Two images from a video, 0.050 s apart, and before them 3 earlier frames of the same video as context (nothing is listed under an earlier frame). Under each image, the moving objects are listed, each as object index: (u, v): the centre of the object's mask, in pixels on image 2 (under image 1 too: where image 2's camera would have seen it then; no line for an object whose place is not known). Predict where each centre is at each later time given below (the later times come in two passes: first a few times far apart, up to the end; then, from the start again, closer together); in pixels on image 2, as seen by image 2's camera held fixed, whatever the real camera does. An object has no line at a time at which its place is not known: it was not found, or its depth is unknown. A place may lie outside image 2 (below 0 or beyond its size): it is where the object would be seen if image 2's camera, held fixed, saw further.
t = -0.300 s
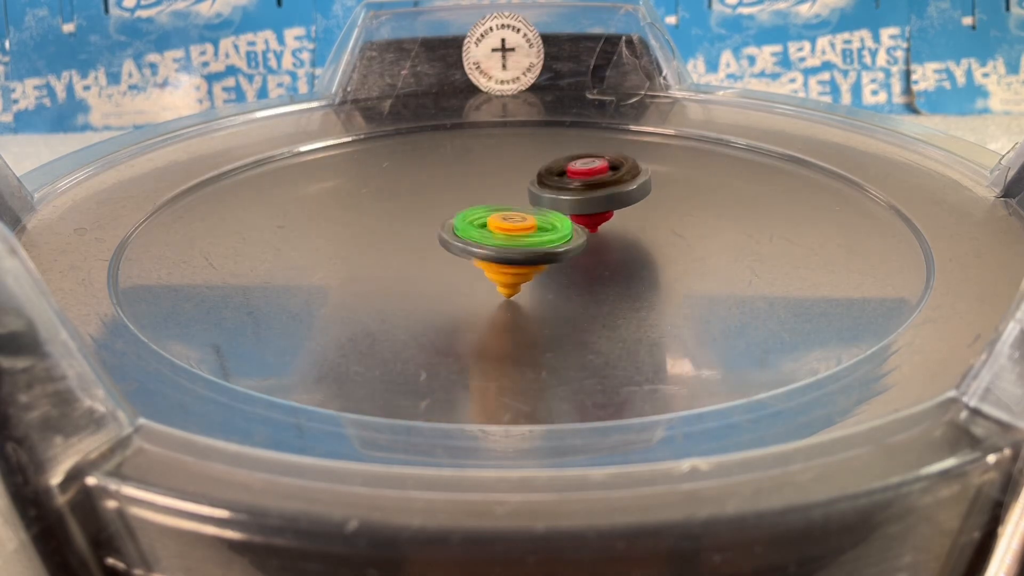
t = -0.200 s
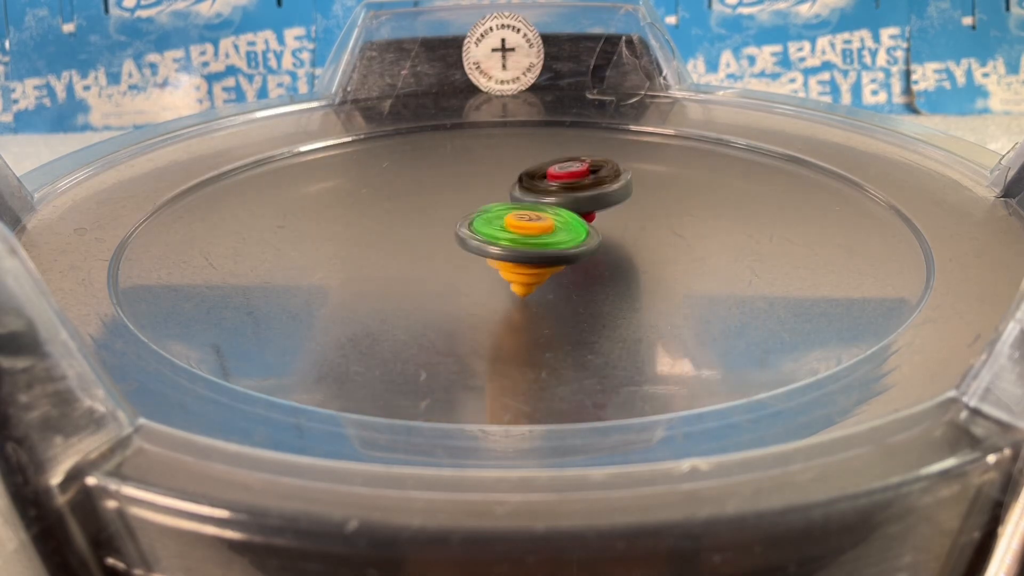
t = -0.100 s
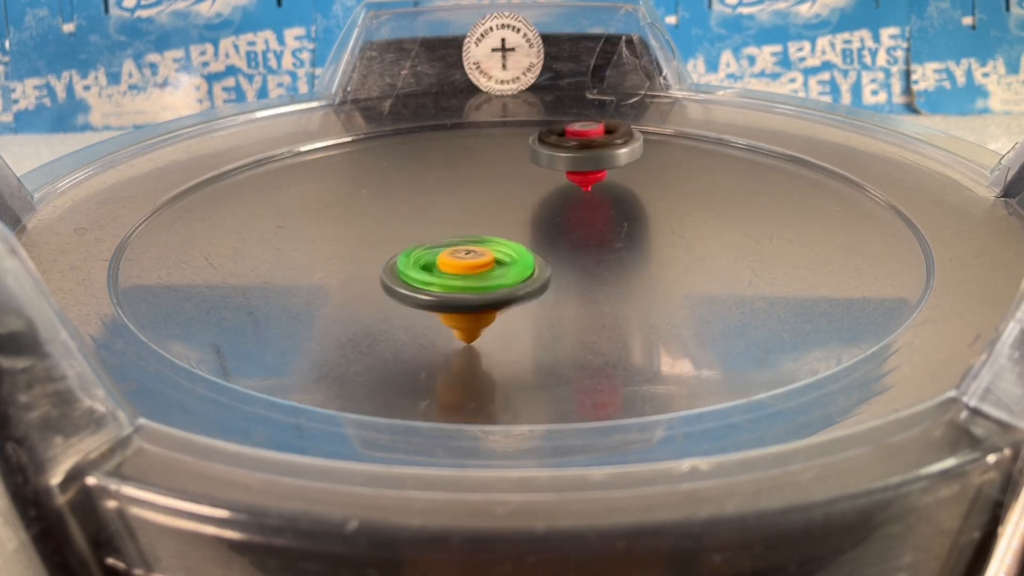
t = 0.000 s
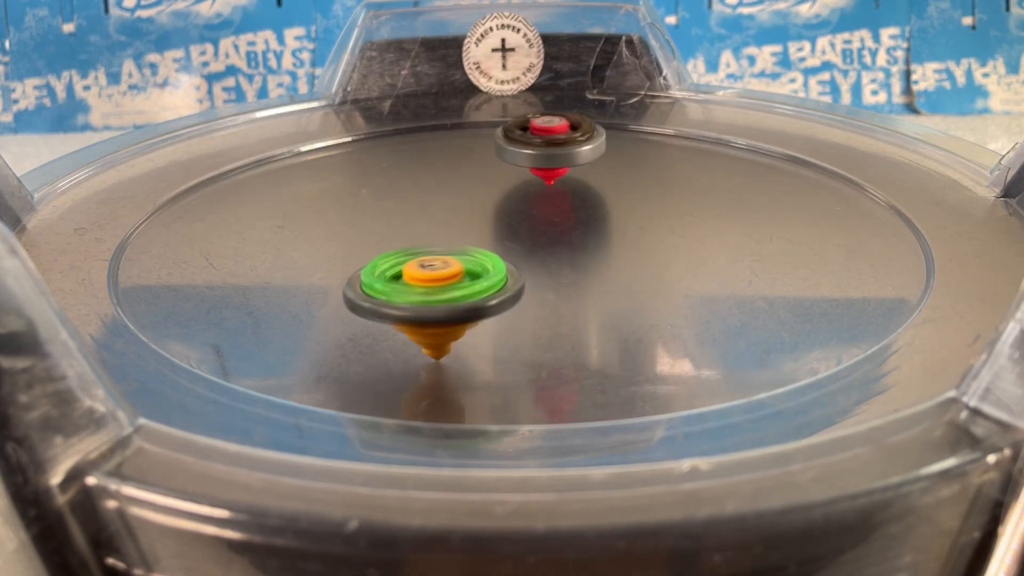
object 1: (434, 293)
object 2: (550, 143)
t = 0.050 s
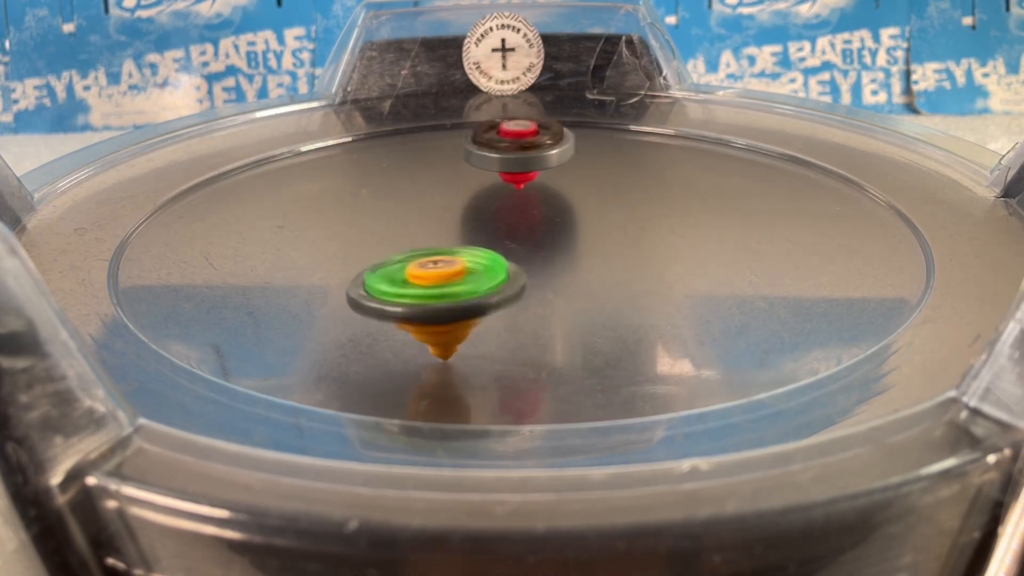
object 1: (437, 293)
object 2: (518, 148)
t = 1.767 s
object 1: (501, 215)
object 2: (644, 241)
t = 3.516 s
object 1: (505, 251)
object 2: (465, 198)
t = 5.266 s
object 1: (580, 202)
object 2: (463, 281)
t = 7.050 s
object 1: (505, 212)
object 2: (614, 278)
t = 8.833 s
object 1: (475, 222)
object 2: (644, 217)
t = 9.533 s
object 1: (500, 259)
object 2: (591, 201)
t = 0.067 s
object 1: (442, 290)
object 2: (508, 149)
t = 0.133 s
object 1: (475, 285)
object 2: (469, 159)
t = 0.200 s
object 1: (505, 275)
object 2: (436, 172)
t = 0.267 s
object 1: (530, 263)
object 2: (408, 187)
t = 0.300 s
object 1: (538, 258)
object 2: (396, 196)
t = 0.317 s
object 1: (542, 255)
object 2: (391, 201)
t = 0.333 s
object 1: (547, 252)
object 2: (386, 206)
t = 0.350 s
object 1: (549, 249)
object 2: (383, 211)
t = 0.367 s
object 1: (552, 247)
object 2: (380, 216)
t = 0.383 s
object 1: (555, 245)
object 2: (377, 221)
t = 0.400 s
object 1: (557, 242)
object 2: (376, 226)
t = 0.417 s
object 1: (558, 240)
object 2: (375, 232)
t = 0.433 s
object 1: (558, 238)
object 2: (375, 237)
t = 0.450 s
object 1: (559, 237)
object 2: (376, 242)
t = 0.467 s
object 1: (560, 235)
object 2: (379, 248)
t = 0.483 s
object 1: (558, 234)
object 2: (382, 253)
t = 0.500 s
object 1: (557, 233)
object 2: (387, 258)
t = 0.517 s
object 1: (555, 232)
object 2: (392, 263)
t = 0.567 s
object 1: (551, 231)
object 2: (415, 277)
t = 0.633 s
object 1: (544, 228)
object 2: (457, 292)
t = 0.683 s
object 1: (539, 225)
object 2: (494, 297)
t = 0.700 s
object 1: (536, 225)
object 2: (506, 298)
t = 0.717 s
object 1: (533, 224)
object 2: (517, 298)
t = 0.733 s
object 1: (531, 225)
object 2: (528, 299)
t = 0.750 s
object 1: (529, 224)
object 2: (537, 299)
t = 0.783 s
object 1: (524, 225)
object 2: (554, 298)
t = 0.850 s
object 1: (517, 227)
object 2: (577, 295)
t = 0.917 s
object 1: (512, 230)
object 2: (592, 291)
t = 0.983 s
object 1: (509, 232)
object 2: (605, 288)
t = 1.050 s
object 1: (507, 233)
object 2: (615, 284)
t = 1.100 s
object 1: (506, 233)
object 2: (622, 282)
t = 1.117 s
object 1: (505, 233)
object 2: (624, 281)
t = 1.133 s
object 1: (505, 234)
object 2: (626, 280)
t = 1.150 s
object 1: (505, 233)
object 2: (627, 279)
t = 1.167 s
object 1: (504, 233)
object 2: (629, 278)
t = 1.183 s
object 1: (504, 233)
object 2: (630, 277)
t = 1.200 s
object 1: (504, 233)
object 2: (632, 276)
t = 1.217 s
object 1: (503, 232)
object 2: (633, 275)
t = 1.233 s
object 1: (503, 232)
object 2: (634, 275)
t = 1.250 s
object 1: (503, 232)
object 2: (635, 273)
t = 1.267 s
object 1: (503, 232)
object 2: (636, 272)
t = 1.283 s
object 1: (503, 231)
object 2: (636, 271)
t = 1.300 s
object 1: (503, 230)
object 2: (637, 270)
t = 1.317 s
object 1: (503, 230)
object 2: (638, 269)
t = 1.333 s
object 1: (504, 230)
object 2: (638, 268)
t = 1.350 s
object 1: (504, 229)
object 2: (639, 267)
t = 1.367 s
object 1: (505, 229)
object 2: (639, 266)
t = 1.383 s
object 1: (505, 228)
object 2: (639, 265)
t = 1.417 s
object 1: (506, 227)
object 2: (639, 263)
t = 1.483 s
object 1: (509, 225)
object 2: (638, 258)
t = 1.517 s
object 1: (511, 225)
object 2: (637, 256)
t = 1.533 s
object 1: (512, 224)
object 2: (637, 255)
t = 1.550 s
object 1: (512, 223)
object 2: (637, 254)
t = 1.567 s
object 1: (510, 222)
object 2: (643, 253)
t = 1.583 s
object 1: (506, 220)
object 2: (646, 253)
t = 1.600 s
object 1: (504, 219)
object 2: (647, 252)
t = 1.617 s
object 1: (500, 217)
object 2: (647, 251)
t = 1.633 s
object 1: (499, 216)
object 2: (646, 250)
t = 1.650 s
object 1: (497, 216)
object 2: (646, 249)
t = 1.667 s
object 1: (497, 214)
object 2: (646, 248)
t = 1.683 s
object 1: (496, 214)
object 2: (646, 247)
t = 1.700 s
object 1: (496, 214)
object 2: (646, 246)
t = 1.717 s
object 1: (497, 215)
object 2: (646, 244)
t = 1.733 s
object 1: (498, 214)
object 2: (645, 243)
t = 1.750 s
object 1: (499, 214)
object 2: (644, 242)
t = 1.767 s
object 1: (501, 215)
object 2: (644, 241)
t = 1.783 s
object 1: (504, 215)
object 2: (643, 240)
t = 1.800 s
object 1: (506, 215)
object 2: (642, 239)
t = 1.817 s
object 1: (508, 216)
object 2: (641, 238)
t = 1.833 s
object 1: (505, 216)
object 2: (649, 238)
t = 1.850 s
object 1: (491, 212)
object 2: (668, 238)
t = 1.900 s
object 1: (454, 204)
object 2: (714, 238)
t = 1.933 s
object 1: (436, 199)
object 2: (734, 237)
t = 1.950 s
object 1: (429, 199)
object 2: (741, 235)
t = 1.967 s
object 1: (424, 197)
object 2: (746, 234)
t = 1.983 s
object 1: (419, 197)
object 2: (749, 232)
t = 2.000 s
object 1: (415, 198)
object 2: (751, 230)
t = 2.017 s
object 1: (413, 199)
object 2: (752, 229)
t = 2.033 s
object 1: (411, 200)
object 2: (752, 228)
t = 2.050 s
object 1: (408, 203)
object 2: (753, 226)
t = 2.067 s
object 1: (407, 206)
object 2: (752, 225)
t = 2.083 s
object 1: (406, 208)
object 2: (752, 224)
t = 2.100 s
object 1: (403, 211)
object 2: (751, 223)
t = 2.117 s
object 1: (402, 215)
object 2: (751, 222)
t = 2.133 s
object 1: (403, 219)
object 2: (750, 221)
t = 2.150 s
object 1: (404, 221)
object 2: (749, 220)
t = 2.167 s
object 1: (407, 225)
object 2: (748, 220)
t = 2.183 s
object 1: (411, 228)
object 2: (746, 219)
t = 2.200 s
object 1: (417, 231)
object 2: (745, 219)
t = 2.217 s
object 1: (422, 233)
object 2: (742, 218)
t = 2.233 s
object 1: (428, 236)
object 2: (740, 217)
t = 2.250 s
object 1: (436, 239)
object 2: (738, 217)
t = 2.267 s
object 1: (443, 240)
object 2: (736, 217)
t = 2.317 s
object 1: (464, 245)
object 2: (727, 216)
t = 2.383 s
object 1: (491, 247)
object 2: (715, 215)
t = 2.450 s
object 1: (510, 248)
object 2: (701, 215)
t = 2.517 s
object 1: (522, 247)
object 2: (687, 215)
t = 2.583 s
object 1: (529, 245)
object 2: (671, 215)
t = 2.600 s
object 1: (531, 244)
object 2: (667, 215)
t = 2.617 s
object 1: (532, 244)
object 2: (663, 215)
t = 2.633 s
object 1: (532, 243)
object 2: (659, 215)
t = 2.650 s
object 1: (527, 243)
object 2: (659, 214)
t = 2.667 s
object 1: (502, 246)
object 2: (674, 207)
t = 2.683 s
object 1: (478, 247)
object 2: (688, 201)
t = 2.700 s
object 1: (456, 250)
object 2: (698, 196)
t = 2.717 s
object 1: (436, 250)
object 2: (705, 191)
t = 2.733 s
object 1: (418, 250)
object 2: (710, 186)
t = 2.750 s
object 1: (402, 251)
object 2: (712, 182)
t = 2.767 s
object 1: (389, 251)
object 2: (711, 180)
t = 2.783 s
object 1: (378, 250)
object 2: (708, 177)
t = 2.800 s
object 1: (370, 250)
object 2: (702, 175)
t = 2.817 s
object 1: (364, 250)
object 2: (695, 173)
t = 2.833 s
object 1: (361, 250)
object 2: (687, 171)
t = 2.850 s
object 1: (359, 250)
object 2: (678, 170)
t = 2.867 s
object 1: (360, 250)
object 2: (668, 169)
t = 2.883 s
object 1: (362, 250)
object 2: (659, 169)
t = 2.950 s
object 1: (380, 251)
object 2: (623, 169)
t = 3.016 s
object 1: (406, 253)
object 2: (590, 173)
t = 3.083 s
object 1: (427, 254)
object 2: (562, 179)
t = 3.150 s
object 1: (443, 254)
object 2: (538, 185)
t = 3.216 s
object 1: (455, 254)
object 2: (520, 191)
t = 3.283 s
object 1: (465, 254)
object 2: (506, 193)
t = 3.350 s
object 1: (476, 252)
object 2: (496, 194)
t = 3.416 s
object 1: (487, 251)
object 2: (482, 195)
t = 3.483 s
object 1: (499, 252)
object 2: (470, 196)
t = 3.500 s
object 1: (503, 252)
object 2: (467, 197)
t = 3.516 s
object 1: (505, 251)
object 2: (465, 198)
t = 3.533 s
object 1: (507, 251)
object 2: (461, 198)
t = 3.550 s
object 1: (511, 250)
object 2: (459, 199)
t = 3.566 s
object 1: (513, 250)
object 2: (457, 200)
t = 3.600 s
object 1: (519, 250)
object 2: (452, 202)
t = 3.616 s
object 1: (521, 249)
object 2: (449, 203)
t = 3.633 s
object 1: (523, 249)
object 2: (447, 204)
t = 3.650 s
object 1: (527, 249)
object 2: (446, 206)
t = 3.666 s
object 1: (530, 248)
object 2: (443, 207)
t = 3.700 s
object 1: (535, 248)
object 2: (441, 209)
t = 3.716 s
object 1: (537, 247)
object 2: (440, 210)
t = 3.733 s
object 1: (539, 246)
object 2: (438, 211)
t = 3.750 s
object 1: (542, 247)
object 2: (438, 212)
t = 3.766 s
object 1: (544, 245)
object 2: (437, 213)
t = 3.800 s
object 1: (549, 245)
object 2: (435, 214)
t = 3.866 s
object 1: (558, 242)
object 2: (433, 217)
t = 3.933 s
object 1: (566, 239)
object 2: (432, 220)
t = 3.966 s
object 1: (569, 238)
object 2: (432, 221)
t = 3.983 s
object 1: (571, 237)
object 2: (432, 221)
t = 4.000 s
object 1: (572, 237)
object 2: (431, 222)
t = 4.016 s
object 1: (574, 236)
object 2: (432, 223)
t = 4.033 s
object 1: (575, 235)
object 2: (432, 224)
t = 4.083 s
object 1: (579, 233)
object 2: (432, 226)
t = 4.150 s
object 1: (583, 231)
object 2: (434, 229)
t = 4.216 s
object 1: (586, 228)
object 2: (437, 232)
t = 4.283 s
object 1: (587, 226)
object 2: (441, 235)
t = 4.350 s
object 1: (587, 224)
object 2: (446, 239)
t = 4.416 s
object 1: (597, 222)
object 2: (445, 241)
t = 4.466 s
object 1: (598, 220)
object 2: (448, 244)
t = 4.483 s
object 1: (597, 220)
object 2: (449, 245)
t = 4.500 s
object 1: (597, 220)
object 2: (450, 246)
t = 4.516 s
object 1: (598, 219)
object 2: (451, 247)
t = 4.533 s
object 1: (597, 219)
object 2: (452, 247)
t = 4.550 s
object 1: (597, 219)
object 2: (453, 248)
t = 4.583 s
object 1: (597, 218)
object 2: (456, 250)
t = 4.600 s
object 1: (596, 218)
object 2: (457, 250)
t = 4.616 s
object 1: (596, 218)
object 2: (458, 251)
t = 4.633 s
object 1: (595, 218)
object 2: (459, 252)
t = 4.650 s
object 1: (594, 218)
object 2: (461, 253)
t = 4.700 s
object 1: (592, 218)
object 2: (465, 255)
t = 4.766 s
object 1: (589, 217)
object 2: (471, 257)
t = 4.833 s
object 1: (588, 216)
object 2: (471, 261)
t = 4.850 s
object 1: (587, 216)
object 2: (471, 261)
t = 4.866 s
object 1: (587, 216)
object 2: (473, 262)
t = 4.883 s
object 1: (586, 216)
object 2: (474, 263)
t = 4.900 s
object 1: (584, 216)
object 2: (475, 263)
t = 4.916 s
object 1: (584, 216)
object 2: (476, 264)
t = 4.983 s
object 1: (578, 216)
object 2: (480, 266)
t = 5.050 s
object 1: (573, 216)
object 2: (485, 267)
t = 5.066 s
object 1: (571, 216)
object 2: (486, 267)
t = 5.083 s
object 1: (570, 215)
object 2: (487, 268)
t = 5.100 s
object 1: (571, 215)
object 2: (482, 270)
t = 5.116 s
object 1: (575, 212)
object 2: (474, 273)
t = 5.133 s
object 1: (579, 209)
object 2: (469, 275)
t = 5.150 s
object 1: (582, 207)
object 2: (464, 277)
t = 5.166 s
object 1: (583, 204)
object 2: (462, 278)
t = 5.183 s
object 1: (583, 203)
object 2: (460, 279)
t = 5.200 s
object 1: (584, 203)
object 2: (461, 280)
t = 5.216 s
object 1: (583, 201)
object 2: (461, 280)
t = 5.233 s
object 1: (582, 201)
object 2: (462, 280)
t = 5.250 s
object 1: (582, 202)
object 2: (462, 281)
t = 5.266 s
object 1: (580, 202)
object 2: (463, 281)
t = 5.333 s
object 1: (571, 204)
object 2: (465, 282)
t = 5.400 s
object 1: (562, 209)
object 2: (469, 282)
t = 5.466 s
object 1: (550, 213)
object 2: (473, 281)
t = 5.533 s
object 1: (540, 215)
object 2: (477, 281)
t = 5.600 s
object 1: (532, 216)
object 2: (482, 279)
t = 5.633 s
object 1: (529, 216)
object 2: (485, 278)
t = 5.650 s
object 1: (528, 216)
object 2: (484, 279)
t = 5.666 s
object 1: (527, 216)
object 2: (485, 279)
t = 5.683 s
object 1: (528, 215)
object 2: (485, 279)
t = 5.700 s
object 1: (527, 215)
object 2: (487, 279)
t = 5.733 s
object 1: (528, 214)
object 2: (490, 277)
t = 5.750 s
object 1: (528, 214)
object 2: (491, 277)
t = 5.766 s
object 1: (528, 215)
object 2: (492, 277)
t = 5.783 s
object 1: (529, 213)
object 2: (493, 277)
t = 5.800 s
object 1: (529, 214)
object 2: (495, 277)
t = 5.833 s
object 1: (530, 213)
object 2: (497, 277)
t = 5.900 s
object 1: (533, 211)
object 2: (503, 275)
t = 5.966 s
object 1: (537, 208)
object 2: (507, 277)
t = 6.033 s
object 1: (539, 207)
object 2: (515, 276)
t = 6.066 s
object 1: (540, 207)
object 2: (519, 275)
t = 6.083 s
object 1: (540, 207)
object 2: (521, 274)
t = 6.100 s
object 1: (541, 208)
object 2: (523, 274)
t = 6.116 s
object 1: (541, 208)
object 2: (525, 274)
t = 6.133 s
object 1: (540, 209)
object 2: (527, 274)
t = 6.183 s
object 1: (540, 209)
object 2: (531, 275)
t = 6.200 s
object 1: (539, 208)
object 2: (533, 274)
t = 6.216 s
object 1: (538, 207)
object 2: (535, 273)
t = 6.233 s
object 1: (538, 207)
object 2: (538, 273)
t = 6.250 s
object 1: (538, 207)
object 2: (538, 276)
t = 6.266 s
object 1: (540, 204)
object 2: (539, 280)
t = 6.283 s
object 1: (540, 201)
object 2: (539, 283)
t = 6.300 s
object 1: (541, 199)
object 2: (539, 285)
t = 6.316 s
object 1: (543, 198)
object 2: (540, 287)
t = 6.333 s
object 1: (542, 196)
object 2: (541, 288)
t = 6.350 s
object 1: (543, 194)
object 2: (543, 288)
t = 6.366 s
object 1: (544, 193)
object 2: (544, 287)
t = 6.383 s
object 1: (544, 193)
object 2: (547, 288)
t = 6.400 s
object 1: (544, 193)
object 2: (549, 288)
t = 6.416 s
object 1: (544, 192)
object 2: (552, 287)
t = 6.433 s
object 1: (544, 193)
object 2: (554, 287)
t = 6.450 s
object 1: (545, 194)
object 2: (556, 287)
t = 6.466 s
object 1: (544, 195)
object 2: (558, 287)
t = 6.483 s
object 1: (543, 196)
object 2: (560, 287)
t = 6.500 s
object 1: (543, 197)
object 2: (562, 287)
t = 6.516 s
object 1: (542, 198)
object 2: (563, 286)
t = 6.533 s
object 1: (542, 200)
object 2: (565, 286)
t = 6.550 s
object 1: (541, 201)
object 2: (567, 286)
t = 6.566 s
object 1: (540, 202)
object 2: (569, 285)
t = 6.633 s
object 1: (537, 206)
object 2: (574, 283)
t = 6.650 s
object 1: (536, 207)
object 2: (575, 283)
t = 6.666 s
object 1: (536, 209)
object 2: (576, 283)
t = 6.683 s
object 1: (534, 210)
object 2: (578, 282)
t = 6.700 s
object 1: (532, 211)
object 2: (579, 282)
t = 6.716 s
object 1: (533, 212)
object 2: (580, 282)
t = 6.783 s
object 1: (527, 216)
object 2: (582, 279)
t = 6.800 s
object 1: (527, 217)
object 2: (583, 278)
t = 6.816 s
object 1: (525, 218)
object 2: (584, 277)
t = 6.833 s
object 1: (523, 219)
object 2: (586, 277)
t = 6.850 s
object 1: (522, 218)
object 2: (587, 277)
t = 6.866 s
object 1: (520, 218)
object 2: (589, 277)
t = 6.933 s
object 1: (517, 219)
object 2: (591, 274)
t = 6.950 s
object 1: (517, 219)
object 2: (592, 273)
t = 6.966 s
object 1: (517, 220)
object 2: (593, 273)
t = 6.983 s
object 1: (516, 220)
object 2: (595, 272)
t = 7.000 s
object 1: (514, 219)
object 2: (602, 274)
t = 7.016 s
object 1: (512, 217)
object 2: (607, 276)
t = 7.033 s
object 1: (508, 213)
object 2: (611, 277)
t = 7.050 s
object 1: (505, 212)
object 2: (614, 278)
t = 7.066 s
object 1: (503, 209)
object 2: (615, 278)
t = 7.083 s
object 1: (500, 209)
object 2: (616, 277)
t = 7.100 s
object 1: (500, 208)
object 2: (617, 277)
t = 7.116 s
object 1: (498, 207)
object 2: (619, 276)
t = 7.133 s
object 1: (498, 207)
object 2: (620, 275)
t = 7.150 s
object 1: (497, 206)
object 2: (621, 275)
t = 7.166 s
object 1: (497, 207)
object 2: (623, 274)
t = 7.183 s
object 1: (499, 207)
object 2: (624, 273)
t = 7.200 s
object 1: (499, 208)
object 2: (624, 273)
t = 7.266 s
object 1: (505, 212)
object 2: (627, 270)
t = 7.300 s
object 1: (507, 215)
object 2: (629, 268)
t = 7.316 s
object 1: (508, 216)
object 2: (629, 267)
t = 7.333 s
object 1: (509, 217)
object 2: (630, 267)
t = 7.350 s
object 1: (512, 218)
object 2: (630, 266)
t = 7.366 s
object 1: (513, 220)
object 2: (631, 265)
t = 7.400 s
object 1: (515, 222)
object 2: (631, 264)
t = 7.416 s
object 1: (515, 224)
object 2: (631, 263)
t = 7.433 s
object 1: (517, 225)
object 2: (631, 262)
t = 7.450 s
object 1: (517, 226)
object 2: (631, 262)
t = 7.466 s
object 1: (516, 227)
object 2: (633, 261)
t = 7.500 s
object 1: (513, 227)
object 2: (633, 260)
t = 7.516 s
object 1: (512, 227)
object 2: (634, 259)
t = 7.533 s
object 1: (511, 228)
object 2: (634, 258)
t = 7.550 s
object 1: (511, 228)
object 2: (634, 257)
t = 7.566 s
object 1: (508, 227)
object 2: (639, 258)
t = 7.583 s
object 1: (497, 224)
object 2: (653, 259)
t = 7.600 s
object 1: (488, 220)
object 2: (665, 260)
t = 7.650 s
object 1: (465, 211)
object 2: (687, 261)
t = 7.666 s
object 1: (460, 210)
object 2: (689, 261)
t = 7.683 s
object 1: (457, 207)
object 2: (691, 261)
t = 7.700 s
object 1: (454, 207)
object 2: (692, 259)
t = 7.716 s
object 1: (452, 206)
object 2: (693, 259)
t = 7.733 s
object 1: (450, 205)
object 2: (694, 258)
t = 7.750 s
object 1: (450, 206)
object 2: (695, 257)
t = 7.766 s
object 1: (449, 205)
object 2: (695, 256)
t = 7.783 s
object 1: (448, 206)
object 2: (696, 256)
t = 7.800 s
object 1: (449, 206)
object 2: (696, 255)
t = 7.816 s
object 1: (448, 206)
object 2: (696, 254)
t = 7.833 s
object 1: (449, 208)
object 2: (697, 254)
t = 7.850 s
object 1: (450, 207)
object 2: (697, 253)
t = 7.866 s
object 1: (450, 209)
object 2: (696, 252)
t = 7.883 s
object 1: (452, 208)
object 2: (696, 252)
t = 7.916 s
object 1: (455, 211)
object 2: (696, 251)
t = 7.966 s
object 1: (458, 213)
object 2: (693, 249)
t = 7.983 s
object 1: (459, 213)
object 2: (692, 249)
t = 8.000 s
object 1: (461, 214)
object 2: (691, 248)
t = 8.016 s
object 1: (462, 215)
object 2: (689, 248)
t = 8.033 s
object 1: (465, 215)
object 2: (688, 248)
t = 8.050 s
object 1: (466, 216)
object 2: (687, 247)
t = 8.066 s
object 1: (468, 217)
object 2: (685, 247)
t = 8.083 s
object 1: (471, 216)
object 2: (683, 246)
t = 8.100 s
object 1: (473, 217)
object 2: (681, 246)
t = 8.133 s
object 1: (478, 218)
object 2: (677, 245)
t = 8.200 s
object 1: (487, 220)
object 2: (669, 242)
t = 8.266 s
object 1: (495, 222)
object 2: (659, 240)
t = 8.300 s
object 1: (499, 221)
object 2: (651, 238)
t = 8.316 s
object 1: (502, 221)
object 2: (648, 237)
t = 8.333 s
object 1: (504, 221)
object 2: (643, 237)
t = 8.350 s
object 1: (495, 219)
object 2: (651, 236)
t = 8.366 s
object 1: (483, 216)
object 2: (661, 236)
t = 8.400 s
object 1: (466, 212)
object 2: (674, 234)
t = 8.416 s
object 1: (459, 210)
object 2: (677, 234)
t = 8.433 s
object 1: (456, 209)
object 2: (678, 233)
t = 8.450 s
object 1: (453, 209)
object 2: (676, 232)
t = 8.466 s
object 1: (452, 208)
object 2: (675, 232)
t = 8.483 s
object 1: (451, 208)
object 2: (674, 230)
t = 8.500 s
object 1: (451, 209)
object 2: (673, 230)
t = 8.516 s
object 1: (451, 209)
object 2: (672, 229)
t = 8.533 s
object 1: (452, 210)
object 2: (671, 228)
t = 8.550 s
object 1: (453, 210)
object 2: (670, 228)
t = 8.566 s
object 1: (453, 211)
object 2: (669, 227)
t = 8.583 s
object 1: (455, 211)
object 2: (667, 226)
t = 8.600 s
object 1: (455, 212)
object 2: (666, 225)
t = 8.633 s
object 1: (457, 213)
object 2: (663, 224)
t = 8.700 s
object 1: (463, 216)
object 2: (657, 221)
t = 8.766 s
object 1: (469, 220)
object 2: (651, 220)
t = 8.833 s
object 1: (475, 222)
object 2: (644, 217)
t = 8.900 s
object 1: (483, 225)
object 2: (636, 215)
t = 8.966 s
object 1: (491, 228)
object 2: (628, 213)
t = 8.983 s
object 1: (493, 229)
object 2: (627, 213)
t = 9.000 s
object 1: (496, 231)
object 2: (626, 212)
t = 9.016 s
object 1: (497, 231)
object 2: (625, 212)
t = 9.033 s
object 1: (492, 233)
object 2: (627, 210)
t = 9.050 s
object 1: (487, 234)
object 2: (629, 209)
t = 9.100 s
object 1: (482, 238)
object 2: (628, 207)
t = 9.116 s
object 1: (482, 239)
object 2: (627, 206)
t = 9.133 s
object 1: (482, 240)
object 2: (625, 206)
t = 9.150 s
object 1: (483, 241)
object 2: (624, 205)
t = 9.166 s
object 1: (483, 242)
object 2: (623, 205)
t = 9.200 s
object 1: (485, 244)
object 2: (620, 204)
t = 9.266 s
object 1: (488, 248)
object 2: (615, 203)
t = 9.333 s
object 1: (490, 251)
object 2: (610, 202)
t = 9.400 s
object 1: (494, 254)
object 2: (604, 202)
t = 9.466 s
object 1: (497, 256)
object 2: (598, 201)
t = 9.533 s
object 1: (500, 259)
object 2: (591, 201)
